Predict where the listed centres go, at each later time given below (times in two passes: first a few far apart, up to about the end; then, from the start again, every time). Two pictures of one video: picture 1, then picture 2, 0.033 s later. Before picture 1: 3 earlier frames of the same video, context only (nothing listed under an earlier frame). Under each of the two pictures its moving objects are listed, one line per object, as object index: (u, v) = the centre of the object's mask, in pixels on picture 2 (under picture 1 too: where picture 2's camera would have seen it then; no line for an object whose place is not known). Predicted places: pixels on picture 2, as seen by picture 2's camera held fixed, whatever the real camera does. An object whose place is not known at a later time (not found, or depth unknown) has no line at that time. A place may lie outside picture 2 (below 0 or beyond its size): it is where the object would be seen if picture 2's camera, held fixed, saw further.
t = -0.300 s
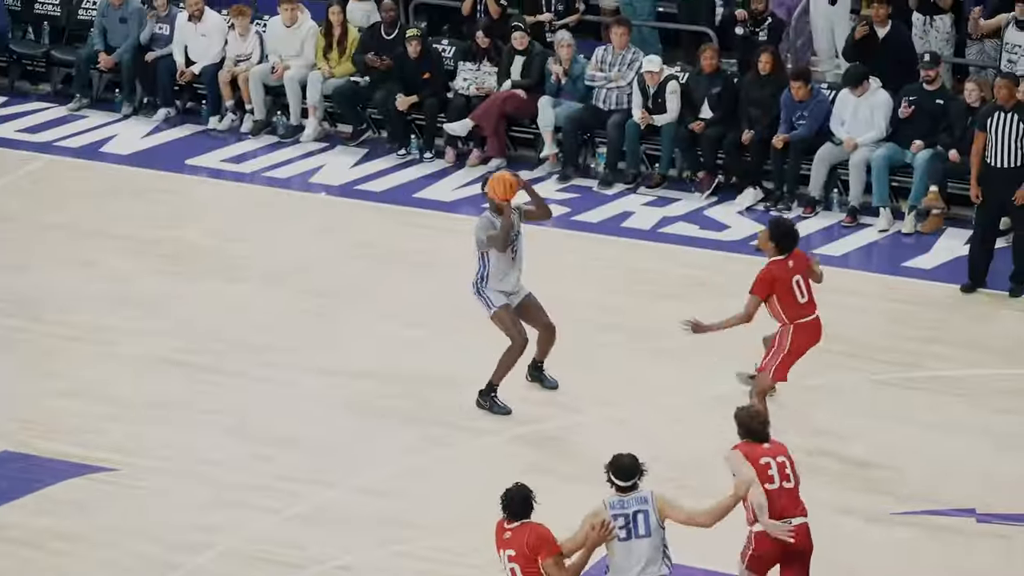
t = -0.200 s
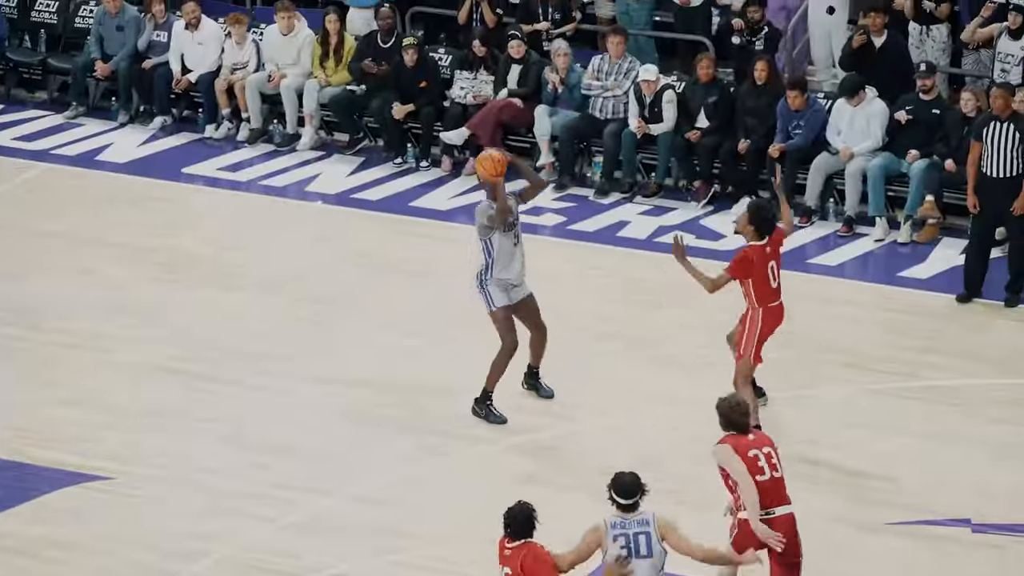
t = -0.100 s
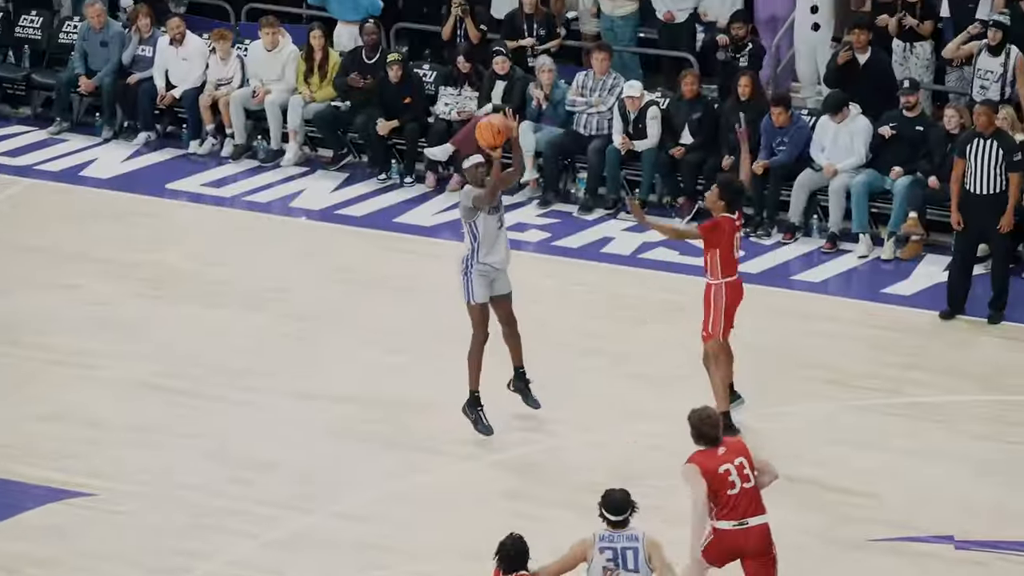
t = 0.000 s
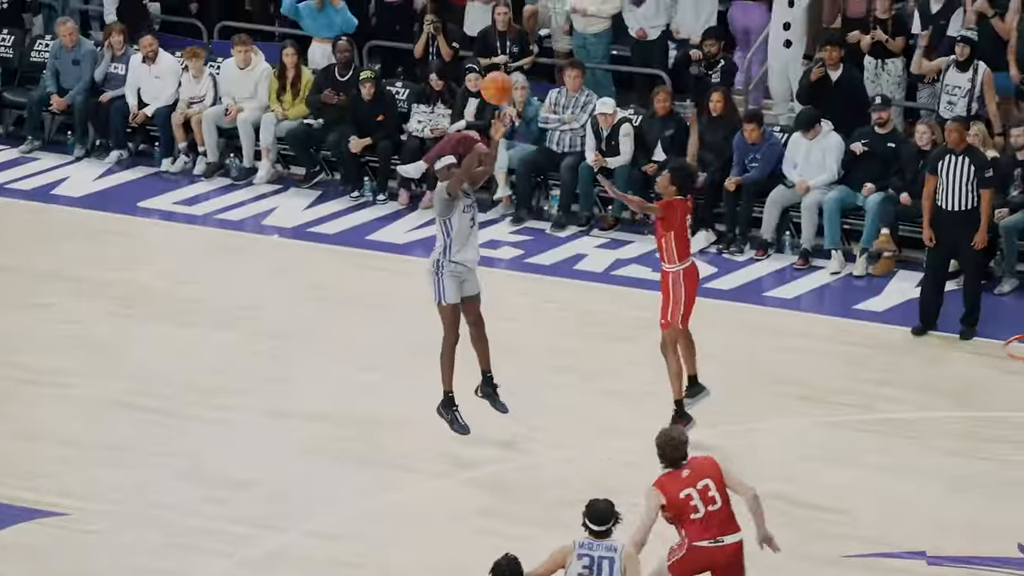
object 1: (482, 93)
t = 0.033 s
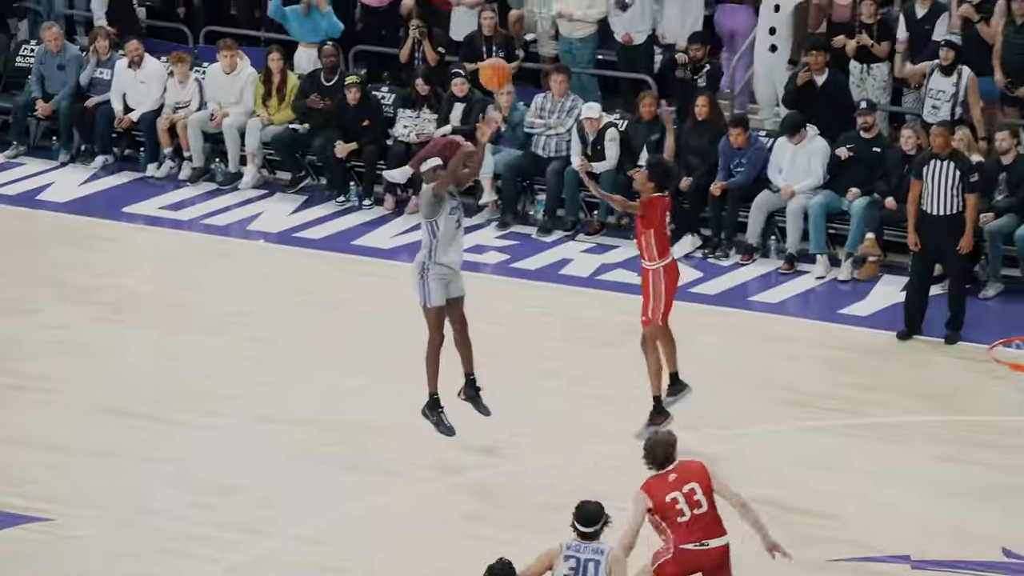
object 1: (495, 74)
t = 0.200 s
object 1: (559, 2)
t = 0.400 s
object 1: (641, -35)
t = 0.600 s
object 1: (729, -22)
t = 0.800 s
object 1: (827, 41)
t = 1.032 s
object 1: (950, 208)
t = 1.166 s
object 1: (1023, 344)
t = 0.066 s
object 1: (508, 57)
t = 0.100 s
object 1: (520, 41)
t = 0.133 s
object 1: (534, 27)
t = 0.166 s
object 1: (545, 13)
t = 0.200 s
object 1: (559, 2)
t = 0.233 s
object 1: (573, -9)
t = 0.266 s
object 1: (586, -19)
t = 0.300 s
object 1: (600, -27)
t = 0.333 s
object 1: (613, -32)
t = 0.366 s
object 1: (627, -35)
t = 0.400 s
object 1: (641, -35)
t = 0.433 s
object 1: (656, -35)
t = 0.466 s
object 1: (668, -34)
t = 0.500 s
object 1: (685, -33)
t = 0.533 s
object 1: (701, -31)
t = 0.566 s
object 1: (715, -27)
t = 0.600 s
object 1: (729, -22)
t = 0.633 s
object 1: (745, -16)
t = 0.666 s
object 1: (761, -10)
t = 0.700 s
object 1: (777, -1)
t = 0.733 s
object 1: (793, 10)
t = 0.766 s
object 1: (810, 25)
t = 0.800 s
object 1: (827, 41)
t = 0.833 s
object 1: (844, 58)
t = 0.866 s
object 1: (862, 79)
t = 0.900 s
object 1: (879, 100)
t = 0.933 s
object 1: (897, 124)
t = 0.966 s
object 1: (914, 149)
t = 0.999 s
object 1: (932, 177)
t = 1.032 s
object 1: (950, 208)
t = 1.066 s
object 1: (969, 239)
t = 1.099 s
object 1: (987, 272)
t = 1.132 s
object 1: (1007, 308)
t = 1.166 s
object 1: (1023, 344)
